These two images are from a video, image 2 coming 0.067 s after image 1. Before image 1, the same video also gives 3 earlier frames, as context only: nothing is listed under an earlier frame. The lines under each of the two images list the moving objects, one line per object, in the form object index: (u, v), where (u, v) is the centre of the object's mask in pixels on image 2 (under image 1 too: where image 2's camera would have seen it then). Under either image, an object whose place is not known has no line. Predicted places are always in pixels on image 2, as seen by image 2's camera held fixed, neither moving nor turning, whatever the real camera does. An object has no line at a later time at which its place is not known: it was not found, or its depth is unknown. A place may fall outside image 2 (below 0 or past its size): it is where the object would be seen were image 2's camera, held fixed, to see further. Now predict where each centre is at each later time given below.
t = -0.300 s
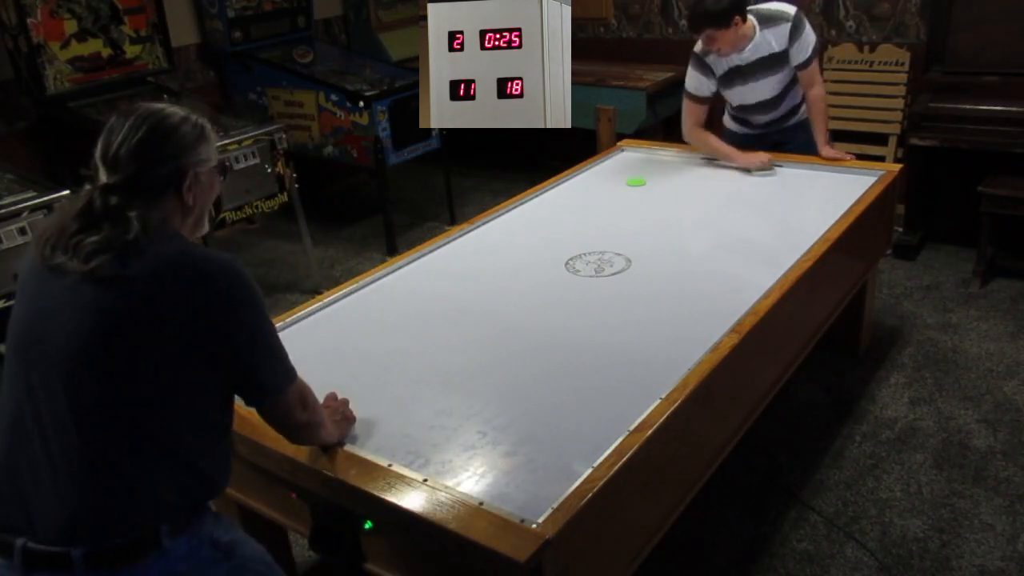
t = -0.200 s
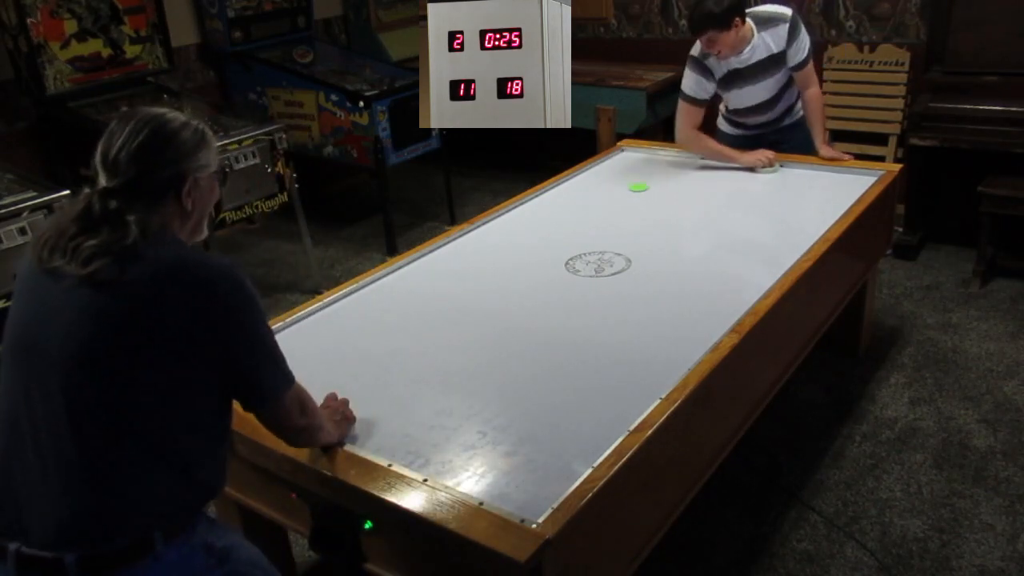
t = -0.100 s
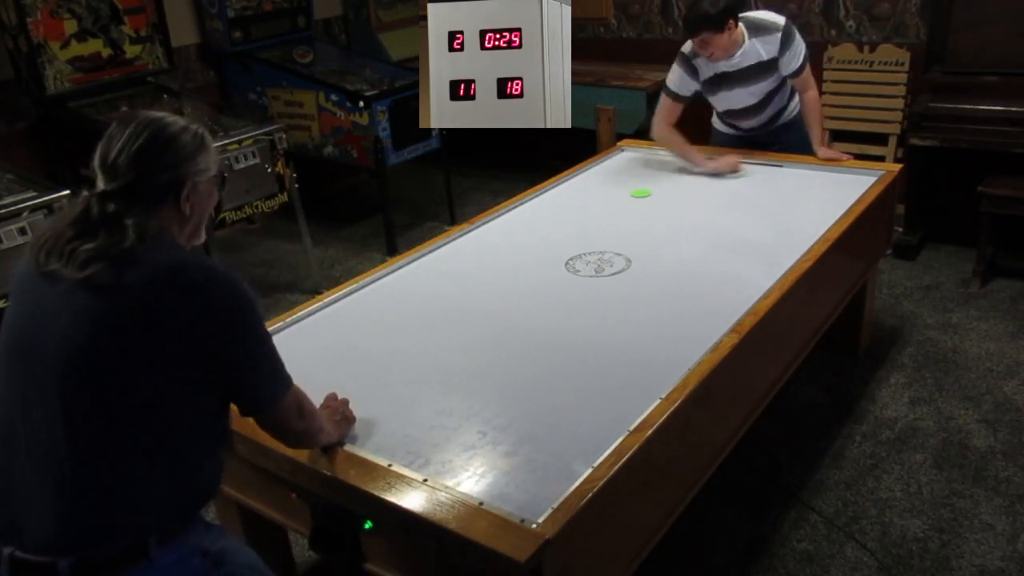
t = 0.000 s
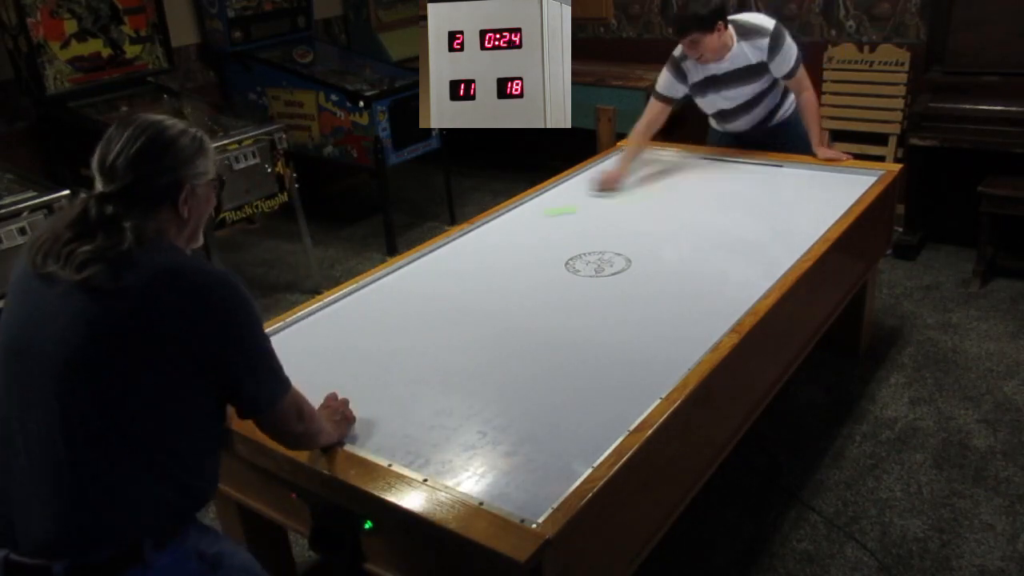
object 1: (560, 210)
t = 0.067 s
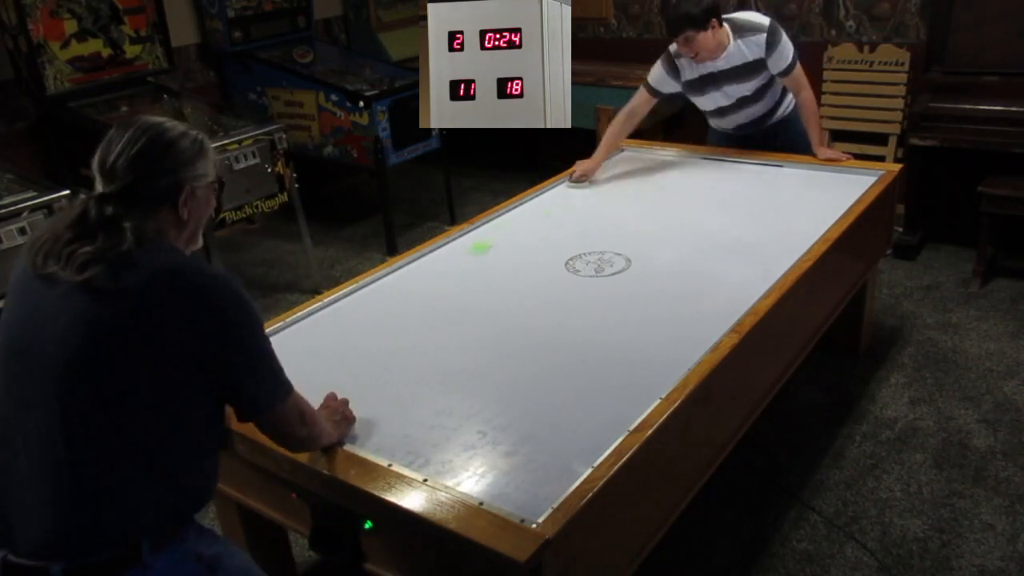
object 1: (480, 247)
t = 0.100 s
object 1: (461, 273)
